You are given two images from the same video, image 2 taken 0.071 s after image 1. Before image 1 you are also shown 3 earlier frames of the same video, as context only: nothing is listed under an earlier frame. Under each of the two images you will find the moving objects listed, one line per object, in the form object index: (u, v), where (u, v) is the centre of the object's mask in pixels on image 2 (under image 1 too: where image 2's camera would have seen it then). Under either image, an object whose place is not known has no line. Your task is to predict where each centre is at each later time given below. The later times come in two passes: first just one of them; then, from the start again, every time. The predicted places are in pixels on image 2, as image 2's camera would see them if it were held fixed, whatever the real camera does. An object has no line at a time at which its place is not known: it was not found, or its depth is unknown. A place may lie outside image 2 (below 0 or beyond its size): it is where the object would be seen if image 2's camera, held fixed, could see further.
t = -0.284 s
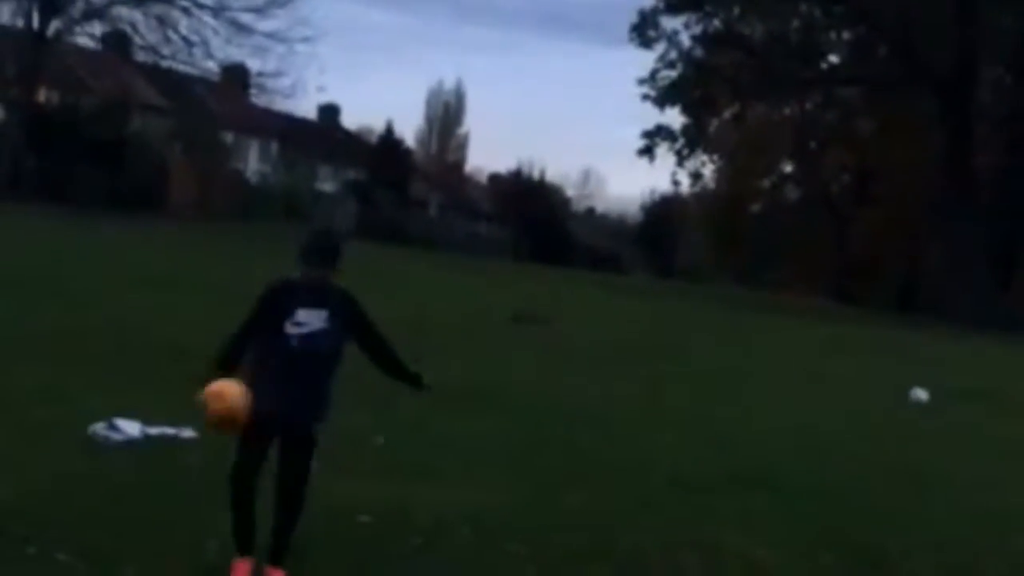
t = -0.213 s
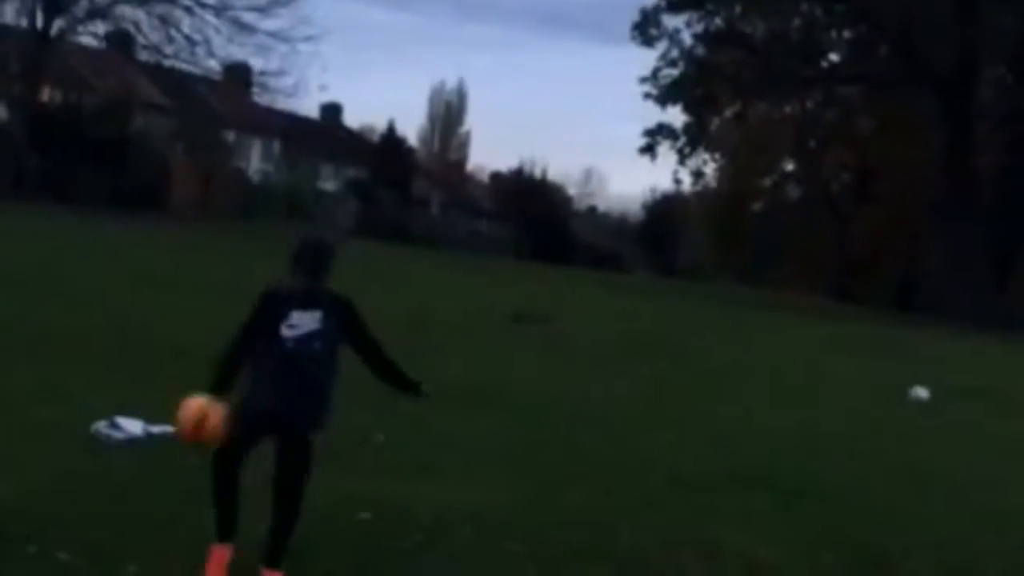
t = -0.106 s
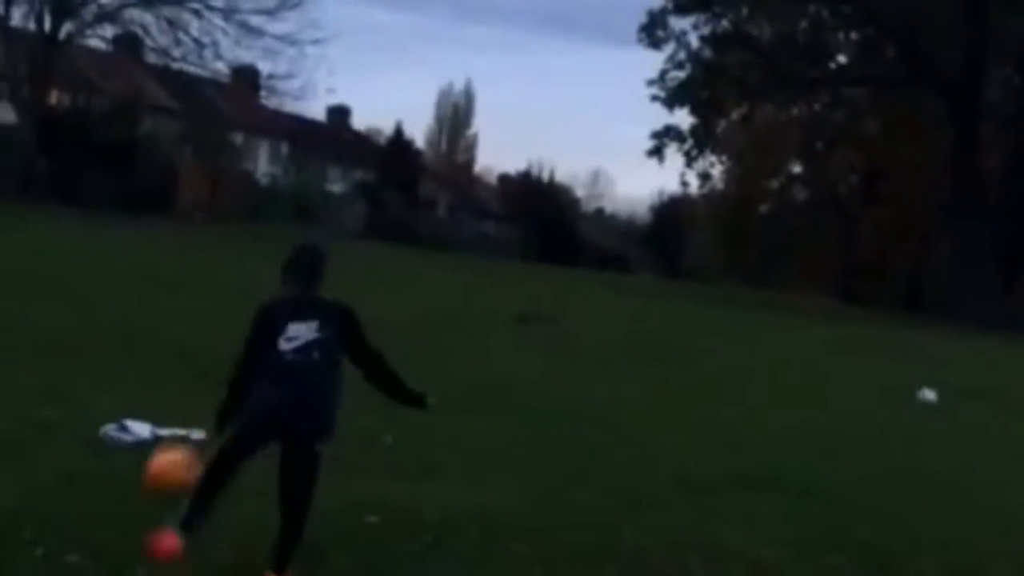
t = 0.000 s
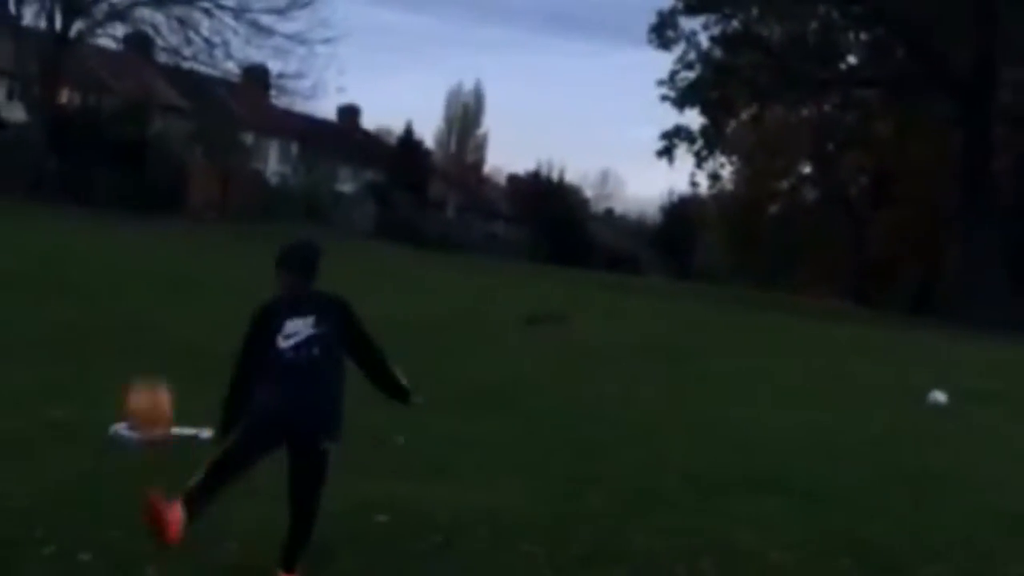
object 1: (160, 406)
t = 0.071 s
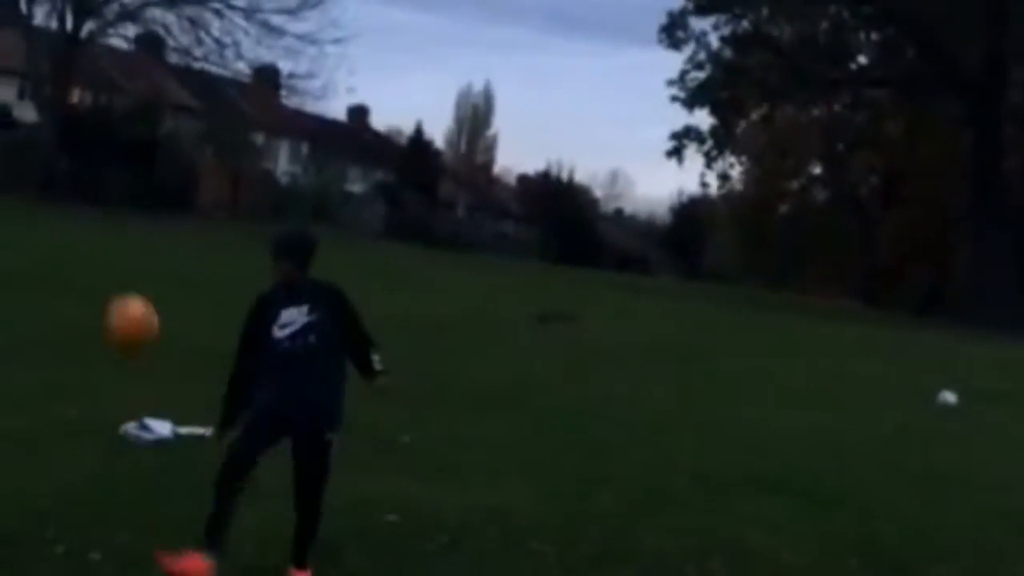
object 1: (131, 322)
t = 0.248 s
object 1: (81, 242)
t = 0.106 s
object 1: (123, 301)
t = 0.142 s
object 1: (112, 284)
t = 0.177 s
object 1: (101, 265)
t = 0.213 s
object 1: (91, 252)
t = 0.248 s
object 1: (81, 242)
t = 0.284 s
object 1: (71, 233)
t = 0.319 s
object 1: (60, 231)
